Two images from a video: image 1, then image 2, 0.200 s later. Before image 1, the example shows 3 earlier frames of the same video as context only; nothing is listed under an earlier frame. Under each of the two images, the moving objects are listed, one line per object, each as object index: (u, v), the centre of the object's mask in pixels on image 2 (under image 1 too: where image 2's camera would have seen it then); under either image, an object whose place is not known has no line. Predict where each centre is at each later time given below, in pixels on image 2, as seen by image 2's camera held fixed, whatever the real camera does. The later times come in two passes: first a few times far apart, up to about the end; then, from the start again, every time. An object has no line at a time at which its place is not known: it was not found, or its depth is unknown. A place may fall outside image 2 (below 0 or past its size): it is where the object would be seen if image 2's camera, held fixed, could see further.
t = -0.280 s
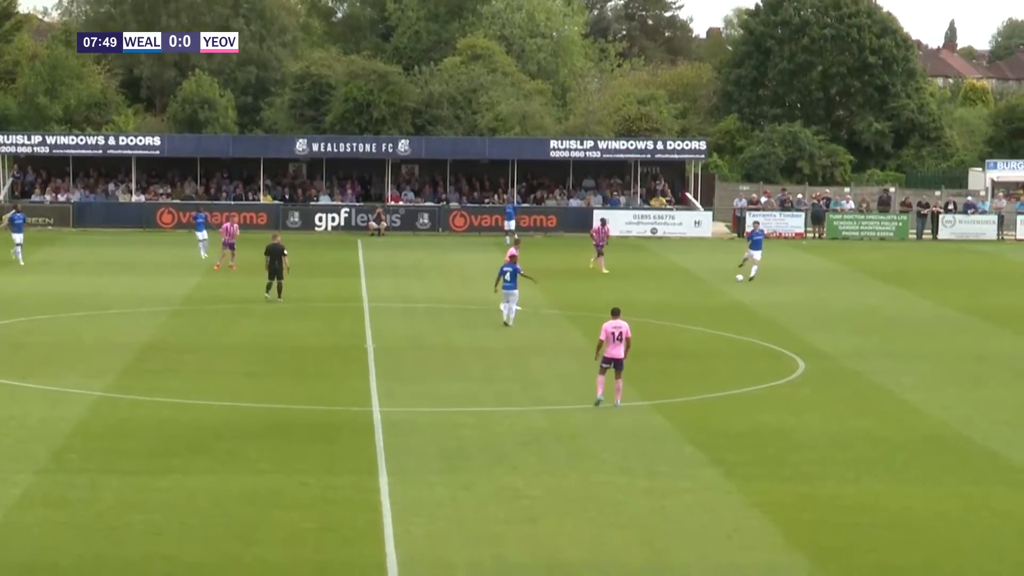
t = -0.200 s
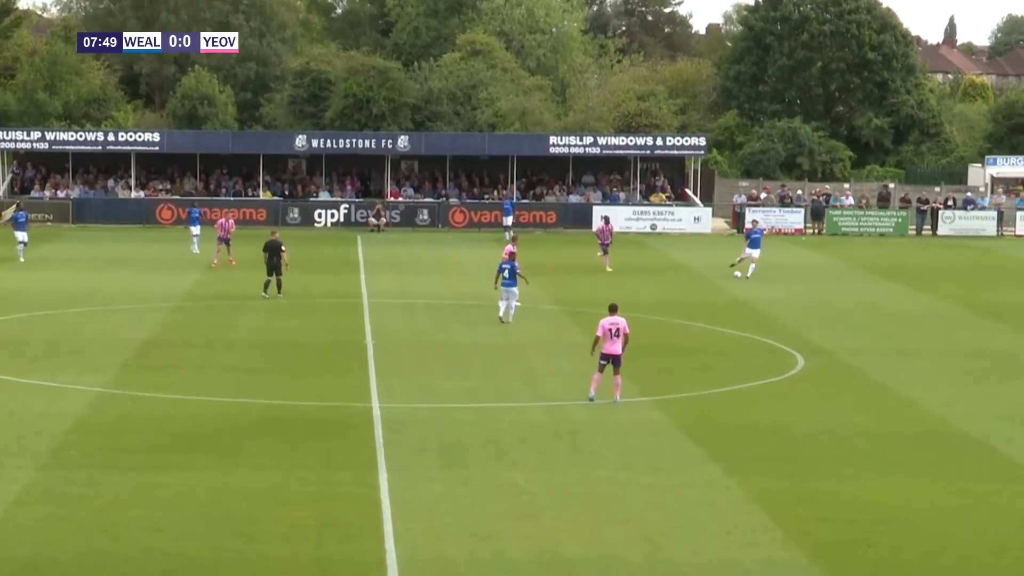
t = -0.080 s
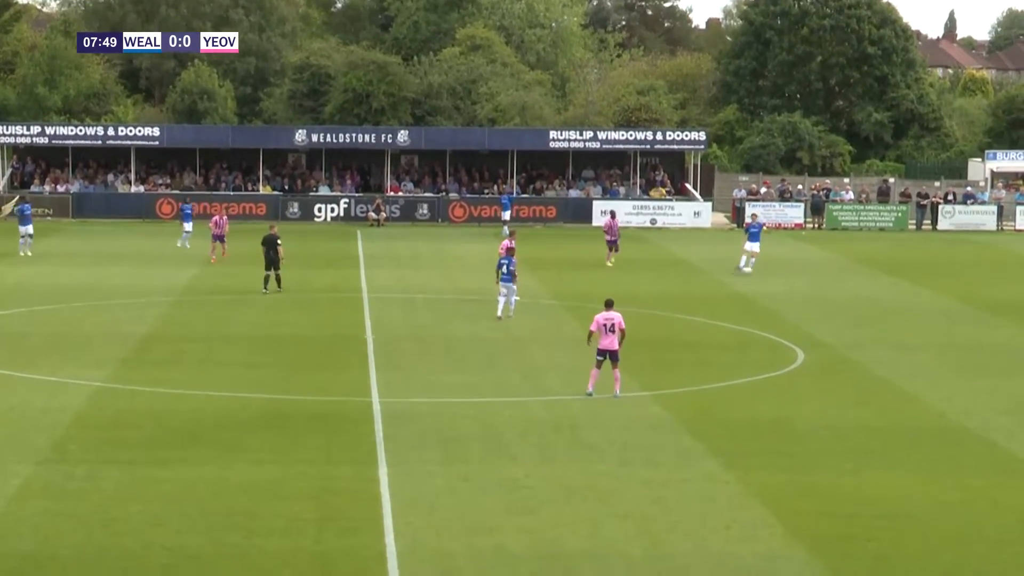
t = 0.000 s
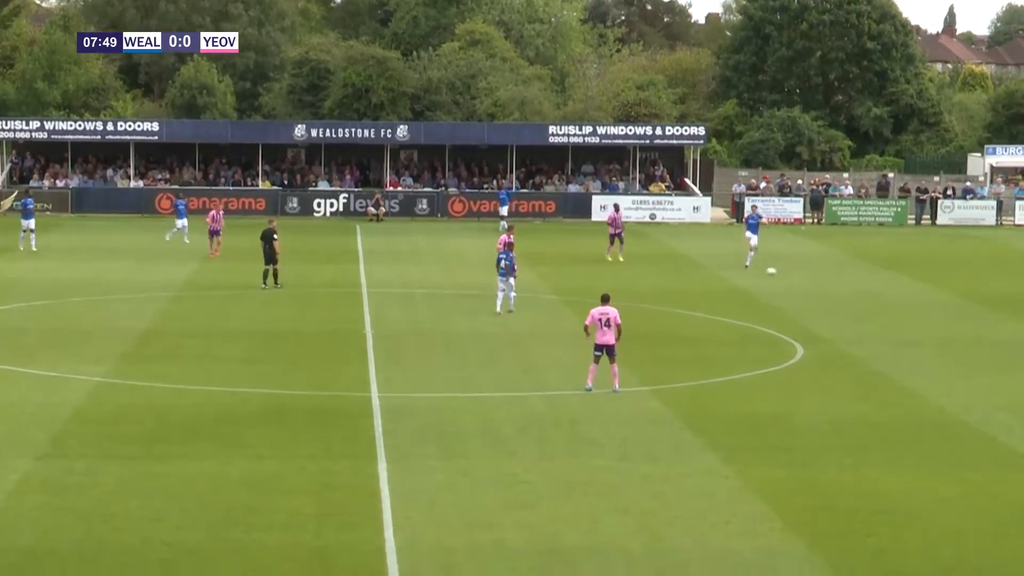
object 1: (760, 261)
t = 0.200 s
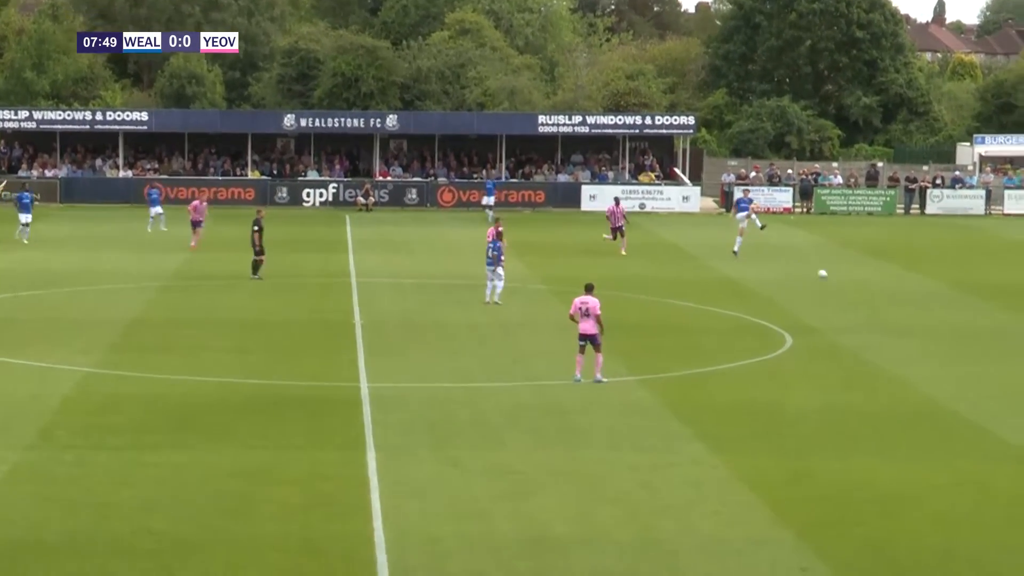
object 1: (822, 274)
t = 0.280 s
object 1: (848, 281)
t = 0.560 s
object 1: (931, 293)
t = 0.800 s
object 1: (998, 307)
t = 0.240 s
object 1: (836, 277)
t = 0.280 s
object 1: (848, 281)
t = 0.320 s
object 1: (860, 282)
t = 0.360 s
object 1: (871, 283)
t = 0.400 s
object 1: (884, 285)
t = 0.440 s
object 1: (896, 288)
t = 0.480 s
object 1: (908, 291)
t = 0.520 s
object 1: (920, 293)
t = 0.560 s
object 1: (931, 293)
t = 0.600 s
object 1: (943, 295)
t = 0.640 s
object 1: (954, 298)
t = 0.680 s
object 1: (966, 302)
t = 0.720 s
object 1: (976, 304)
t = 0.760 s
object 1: (987, 305)
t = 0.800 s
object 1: (998, 307)
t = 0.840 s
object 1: (1008, 309)
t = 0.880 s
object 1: (1019, 310)
